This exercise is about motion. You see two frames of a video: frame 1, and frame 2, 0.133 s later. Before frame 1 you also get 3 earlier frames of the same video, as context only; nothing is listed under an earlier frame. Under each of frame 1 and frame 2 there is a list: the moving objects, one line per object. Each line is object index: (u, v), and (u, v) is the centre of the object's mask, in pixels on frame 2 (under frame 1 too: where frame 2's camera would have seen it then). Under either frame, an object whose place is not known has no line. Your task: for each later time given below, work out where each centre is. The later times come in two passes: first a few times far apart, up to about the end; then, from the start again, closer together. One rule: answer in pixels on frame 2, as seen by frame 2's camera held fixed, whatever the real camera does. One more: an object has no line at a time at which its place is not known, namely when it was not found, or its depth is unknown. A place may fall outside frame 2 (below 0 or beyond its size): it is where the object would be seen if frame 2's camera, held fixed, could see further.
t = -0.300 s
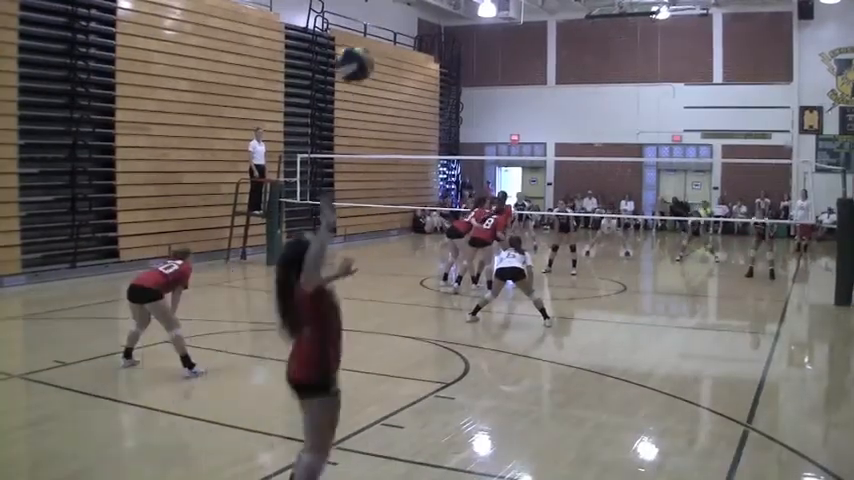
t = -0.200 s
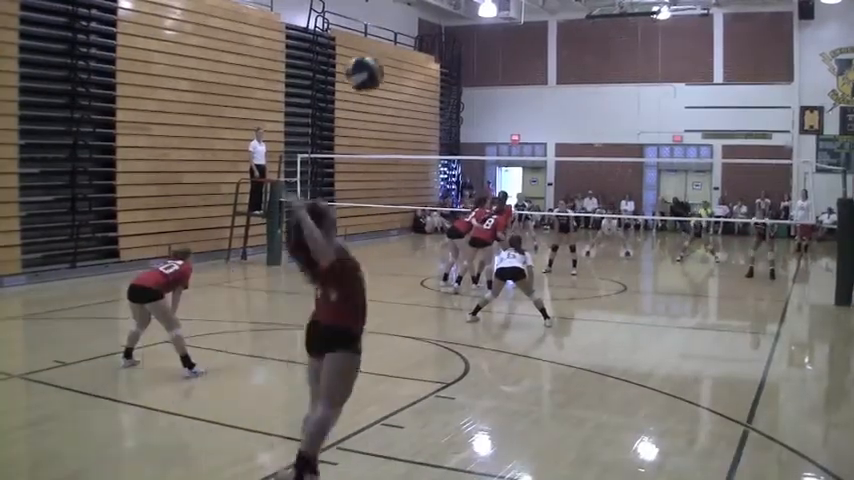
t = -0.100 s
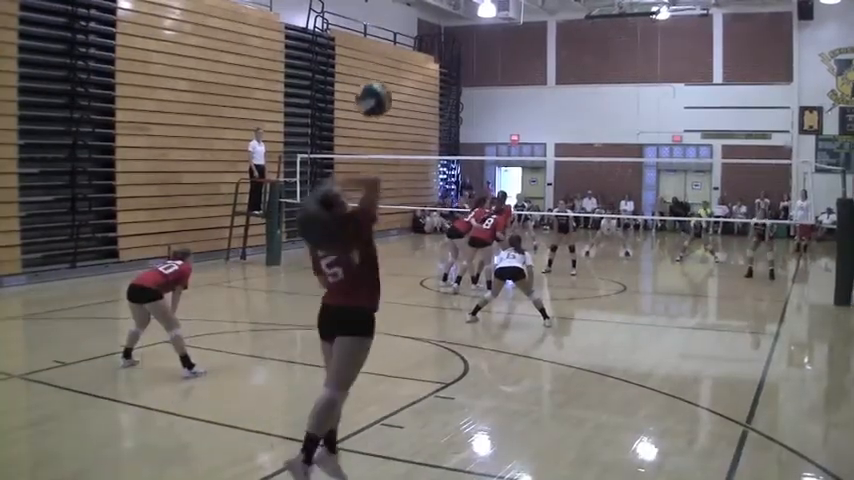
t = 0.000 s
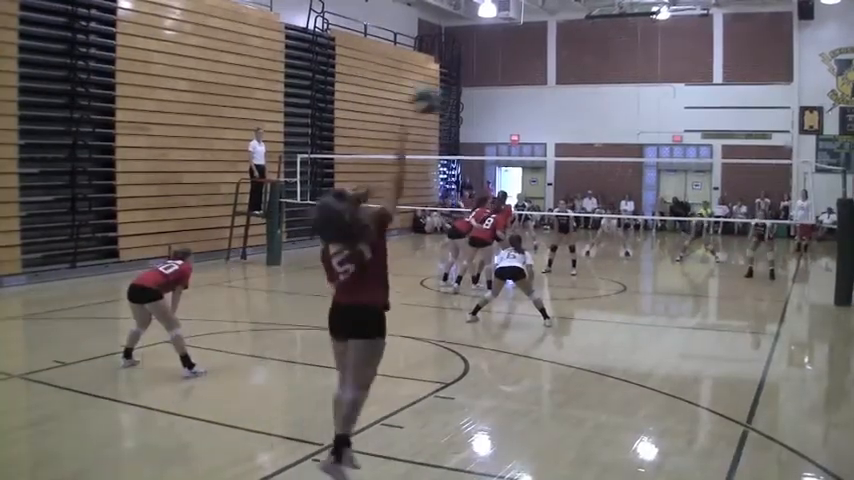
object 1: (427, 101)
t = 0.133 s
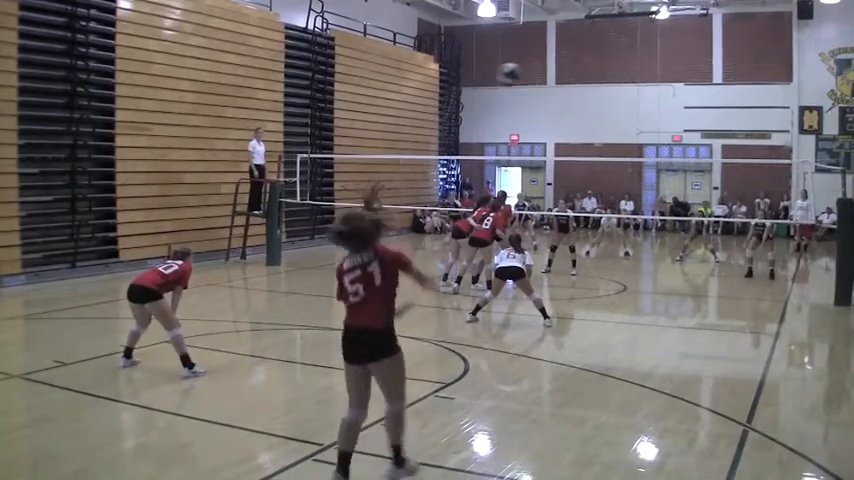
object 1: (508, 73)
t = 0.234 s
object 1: (546, 70)
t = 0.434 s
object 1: (598, 80)
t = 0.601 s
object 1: (627, 102)
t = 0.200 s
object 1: (535, 70)
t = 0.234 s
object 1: (546, 70)
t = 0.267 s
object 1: (557, 70)
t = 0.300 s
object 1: (567, 70)
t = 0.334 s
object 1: (575, 72)
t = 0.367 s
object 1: (584, 75)
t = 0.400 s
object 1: (590, 77)
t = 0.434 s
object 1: (598, 80)
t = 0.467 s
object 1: (604, 84)
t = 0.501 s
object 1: (611, 87)
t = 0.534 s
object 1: (616, 92)
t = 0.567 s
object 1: (622, 97)
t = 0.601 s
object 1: (627, 102)
